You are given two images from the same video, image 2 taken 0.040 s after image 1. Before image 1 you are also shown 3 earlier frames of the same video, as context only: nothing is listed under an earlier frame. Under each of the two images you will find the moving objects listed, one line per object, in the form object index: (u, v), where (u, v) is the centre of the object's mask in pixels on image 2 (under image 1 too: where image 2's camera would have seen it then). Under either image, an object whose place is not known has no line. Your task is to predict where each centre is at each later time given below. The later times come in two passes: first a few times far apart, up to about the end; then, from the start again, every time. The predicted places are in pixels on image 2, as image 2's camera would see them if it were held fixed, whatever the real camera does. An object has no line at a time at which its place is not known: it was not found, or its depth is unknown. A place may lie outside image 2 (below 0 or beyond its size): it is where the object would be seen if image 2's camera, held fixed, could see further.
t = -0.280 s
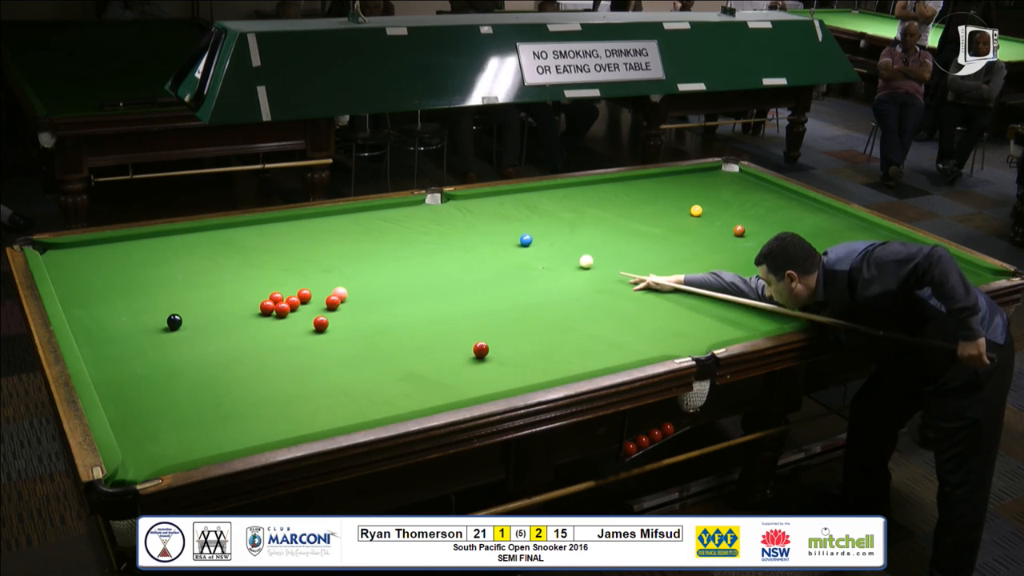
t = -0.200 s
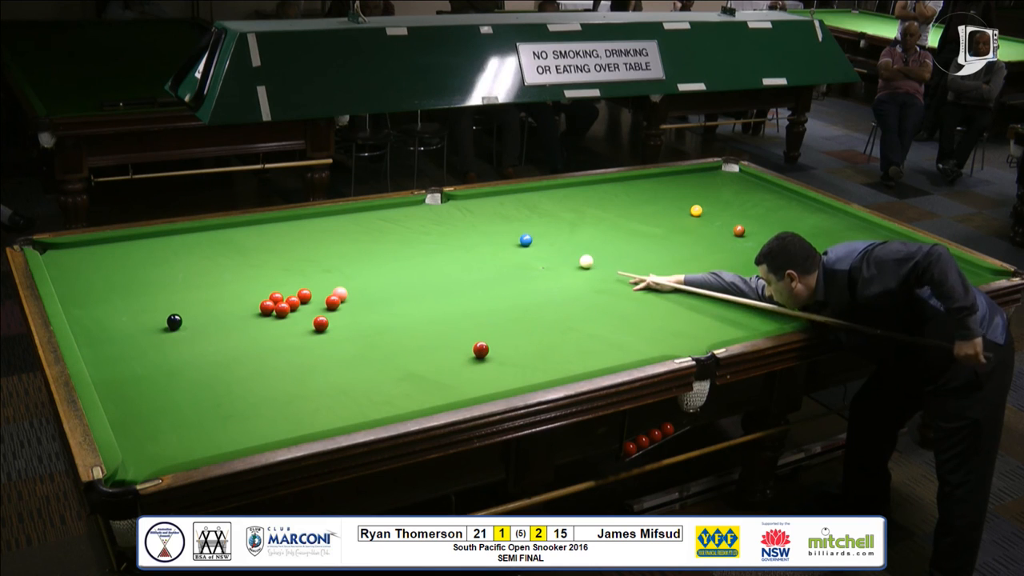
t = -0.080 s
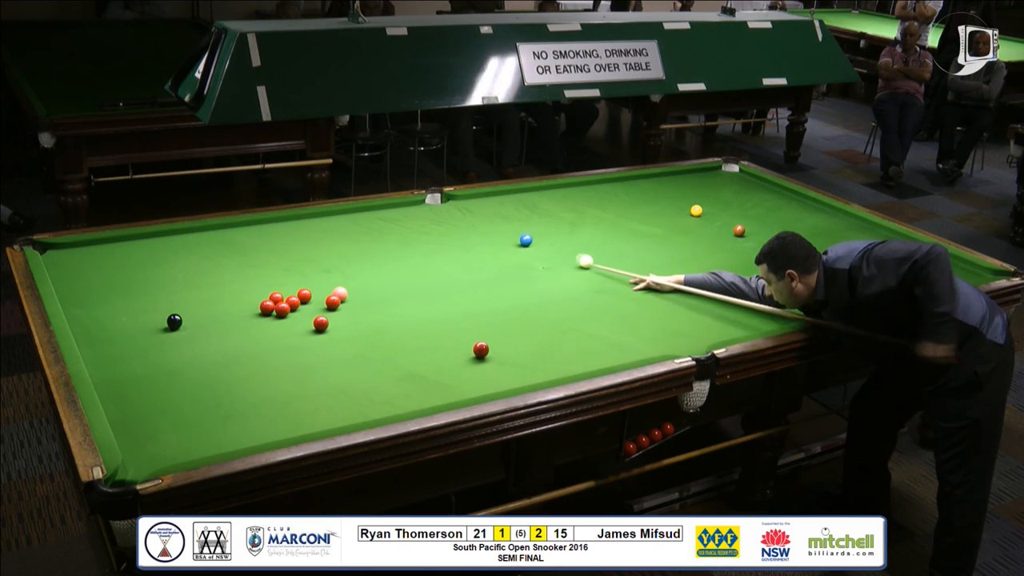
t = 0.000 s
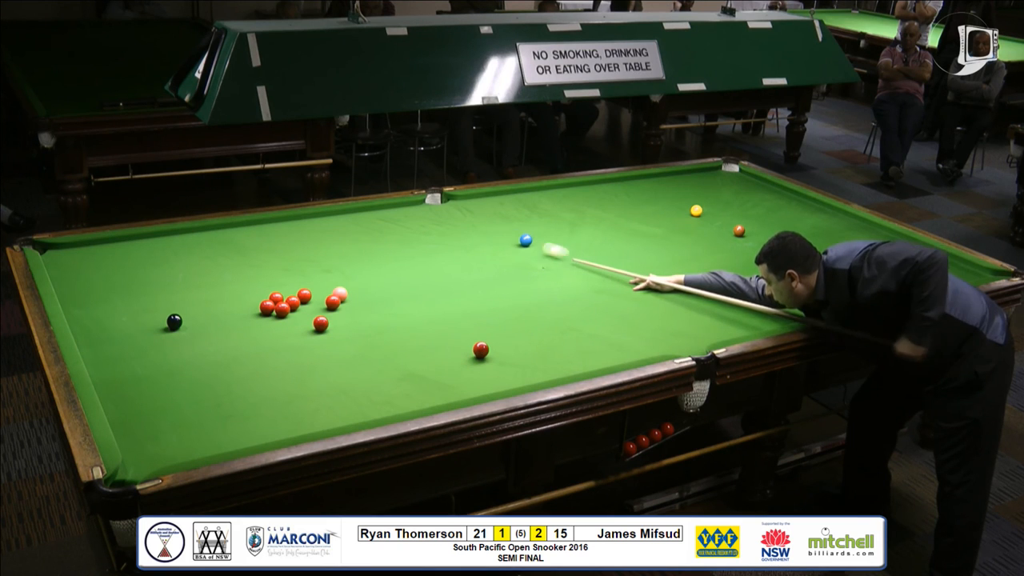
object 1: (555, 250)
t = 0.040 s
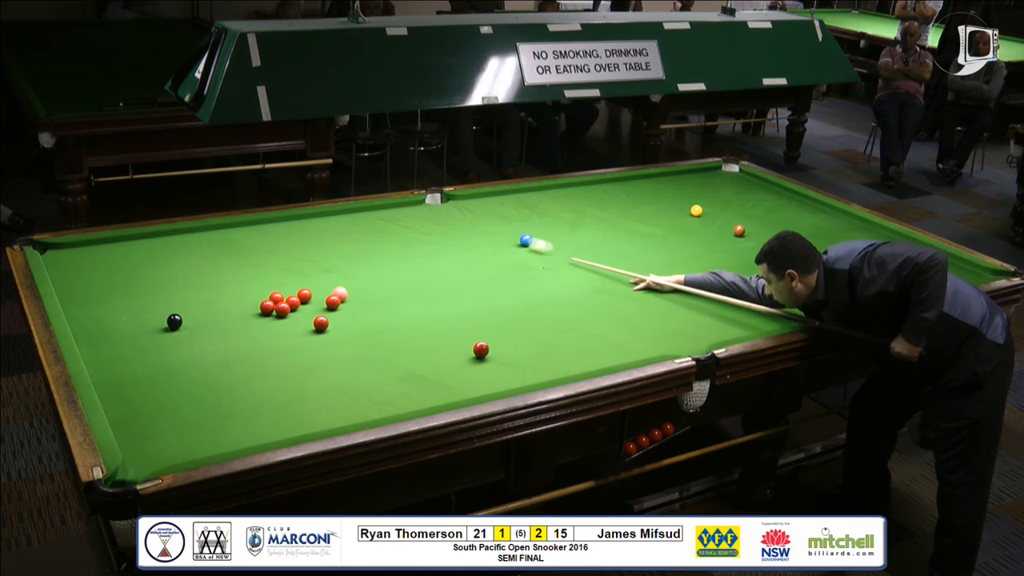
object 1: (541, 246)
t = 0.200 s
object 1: (524, 246)
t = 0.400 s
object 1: (512, 249)
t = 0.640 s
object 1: (499, 252)
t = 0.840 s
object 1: (490, 254)
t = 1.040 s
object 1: (481, 256)
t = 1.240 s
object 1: (472, 259)
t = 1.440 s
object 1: (465, 261)
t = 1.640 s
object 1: (458, 263)
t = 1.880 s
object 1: (451, 265)
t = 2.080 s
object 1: (446, 266)
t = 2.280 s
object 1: (441, 267)
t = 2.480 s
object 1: (437, 268)
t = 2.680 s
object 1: (434, 269)
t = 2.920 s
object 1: (432, 270)
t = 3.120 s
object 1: (431, 270)
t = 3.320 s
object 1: (430, 270)
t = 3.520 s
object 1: (430, 270)
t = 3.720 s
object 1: (430, 270)
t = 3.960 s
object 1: (430, 270)
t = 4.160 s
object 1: (430, 270)
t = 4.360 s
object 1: (430, 270)
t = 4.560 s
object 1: (430, 270)
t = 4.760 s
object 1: (430, 270)
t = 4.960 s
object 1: (430, 270)
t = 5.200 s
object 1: (430, 270)
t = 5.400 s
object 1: (430, 270)
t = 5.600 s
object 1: (430, 270)
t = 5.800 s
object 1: (430, 270)
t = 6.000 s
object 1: (430, 270)
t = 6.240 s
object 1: (430, 270)
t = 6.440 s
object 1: (430, 270)
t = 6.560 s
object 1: (430, 270)
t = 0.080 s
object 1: (531, 244)
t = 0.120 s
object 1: (528, 245)
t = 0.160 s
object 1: (526, 245)
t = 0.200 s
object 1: (524, 246)
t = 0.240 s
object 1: (521, 246)
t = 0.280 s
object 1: (519, 247)
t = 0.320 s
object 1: (517, 248)
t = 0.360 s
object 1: (514, 248)
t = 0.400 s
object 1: (512, 249)
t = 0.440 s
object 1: (510, 249)
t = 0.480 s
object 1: (508, 250)
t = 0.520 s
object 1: (506, 250)
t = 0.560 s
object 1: (504, 251)
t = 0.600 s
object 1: (502, 251)
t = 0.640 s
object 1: (499, 252)
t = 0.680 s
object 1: (498, 252)
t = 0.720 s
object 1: (496, 253)
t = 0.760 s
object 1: (493, 253)
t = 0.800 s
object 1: (492, 253)
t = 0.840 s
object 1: (490, 254)
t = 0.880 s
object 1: (488, 254)
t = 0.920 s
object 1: (486, 255)
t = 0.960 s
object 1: (484, 255)
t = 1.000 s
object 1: (482, 256)
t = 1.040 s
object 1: (481, 256)
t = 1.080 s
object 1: (479, 257)
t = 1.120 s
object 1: (477, 257)
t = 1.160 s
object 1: (476, 258)
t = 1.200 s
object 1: (474, 258)
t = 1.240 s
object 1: (472, 259)
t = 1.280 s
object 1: (471, 259)
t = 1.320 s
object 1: (469, 260)
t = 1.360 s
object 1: (468, 260)
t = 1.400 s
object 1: (466, 260)
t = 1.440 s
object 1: (465, 261)
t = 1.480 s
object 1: (463, 261)
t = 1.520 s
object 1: (462, 261)
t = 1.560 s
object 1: (461, 262)
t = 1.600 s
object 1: (459, 262)
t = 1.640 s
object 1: (458, 263)
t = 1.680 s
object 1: (457, 263)
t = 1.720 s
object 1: (455, 263)
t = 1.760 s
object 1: (454, 264)
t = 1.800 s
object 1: (453, 264)
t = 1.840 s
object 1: (452, 264)
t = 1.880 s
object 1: (451, 265)
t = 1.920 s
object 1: (450, 265)
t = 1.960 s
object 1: (449, 265)
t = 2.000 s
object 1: (448, 265)
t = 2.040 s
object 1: (447, 266)
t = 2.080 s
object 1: (446, 266)
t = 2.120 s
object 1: (445, 266)
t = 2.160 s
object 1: (443, 266)
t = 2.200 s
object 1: (443, 267)
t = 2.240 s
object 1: (442, 267)
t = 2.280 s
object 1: (441, 267)
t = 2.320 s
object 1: (440, 267)
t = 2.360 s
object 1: (439, 268)
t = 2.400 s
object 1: (439, 268)
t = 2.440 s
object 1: (438, 268)
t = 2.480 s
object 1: (437, 268)
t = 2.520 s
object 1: (436, 268)
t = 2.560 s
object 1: (436, 268)
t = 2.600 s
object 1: (435, 269)
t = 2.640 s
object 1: (435, 269)
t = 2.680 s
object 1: (434, 269)
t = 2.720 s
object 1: (434, 269)
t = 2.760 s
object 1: (433, 269)
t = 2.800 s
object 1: (433, 269)
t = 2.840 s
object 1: (432, 270)
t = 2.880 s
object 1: (432, 270)
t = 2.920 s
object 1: (432, 270)
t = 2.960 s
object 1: (432, 270)
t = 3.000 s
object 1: (431, 270)
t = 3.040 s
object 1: (431, 270)
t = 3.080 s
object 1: (431, 270)
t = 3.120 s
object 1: (431, 270)
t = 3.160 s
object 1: (431, 270)
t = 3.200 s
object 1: (430, 270)
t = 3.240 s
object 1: (430, 270)
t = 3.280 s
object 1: (430, 270)
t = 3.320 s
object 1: (430, 270)
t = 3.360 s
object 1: (430, 270)
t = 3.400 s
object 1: (430, 270)
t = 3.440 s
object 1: (430, 270)
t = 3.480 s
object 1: (430, 270)
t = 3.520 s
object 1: (430, 270)
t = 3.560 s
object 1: (430, 270)
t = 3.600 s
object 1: (430, 270)
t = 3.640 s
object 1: (430, 270)
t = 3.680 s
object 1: (430, 270)
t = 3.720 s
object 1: (430, 270)
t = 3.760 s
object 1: (430, 270)
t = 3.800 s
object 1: (430, 270)
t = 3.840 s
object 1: (430, 270)
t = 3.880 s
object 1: (430, 270)
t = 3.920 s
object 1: (430, 270)
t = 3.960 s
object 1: (430, 270)
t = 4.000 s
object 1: (430, 270)
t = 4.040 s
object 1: (430, 270)
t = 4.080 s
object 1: (430, 270)
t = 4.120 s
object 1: (430, 270)
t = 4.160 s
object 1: (430, 270)
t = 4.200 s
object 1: (430, 270)
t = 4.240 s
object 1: (430, 270)
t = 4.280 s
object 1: (430, 270)
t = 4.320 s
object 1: (430, 270)
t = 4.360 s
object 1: (430, 270)
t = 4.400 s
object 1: (430, 270)
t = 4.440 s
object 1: (430, 270)
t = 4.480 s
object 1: (430, 270)
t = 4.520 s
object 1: (430, 270)
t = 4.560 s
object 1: (430, 270)
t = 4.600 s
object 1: (430, 270)
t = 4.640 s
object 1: (430, 270)
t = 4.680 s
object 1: (430, 270)
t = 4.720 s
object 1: (430, 270)
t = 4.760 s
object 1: (430, 270)
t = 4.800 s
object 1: (430, 270)
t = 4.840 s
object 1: (430, 270)
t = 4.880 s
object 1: (430, 270)
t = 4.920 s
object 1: (430, 270)
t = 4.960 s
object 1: (430, 270)
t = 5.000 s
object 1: (430, 270)
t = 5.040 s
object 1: (430, 270)
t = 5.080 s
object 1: (430, 270)
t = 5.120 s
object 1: (430, 270)
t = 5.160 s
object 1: (430, 270)
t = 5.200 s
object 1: (430, 270)
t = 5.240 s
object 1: (430, 270)
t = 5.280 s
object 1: (430, 270)
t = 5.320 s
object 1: (430, 270)
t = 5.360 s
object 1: (430, 270)
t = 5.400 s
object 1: (430, 270)
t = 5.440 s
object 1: (430, 270)
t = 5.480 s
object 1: (430, 270)
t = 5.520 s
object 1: (430, 270)
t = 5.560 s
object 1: (430, 270)
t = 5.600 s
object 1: (430, 270)
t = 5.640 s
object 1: (430, 270)
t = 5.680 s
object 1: (430, 270)
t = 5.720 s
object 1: (430, 270)
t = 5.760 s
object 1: (430, 270)
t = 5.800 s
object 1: (430, 270)
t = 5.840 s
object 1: (430, 270)
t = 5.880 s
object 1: (430, 270)
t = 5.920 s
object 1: (430, 270)
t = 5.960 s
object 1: (430, 270)
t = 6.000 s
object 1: (430, 270)
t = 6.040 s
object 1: (430, 270)
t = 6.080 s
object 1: (430, 270)
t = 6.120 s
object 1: (430, 270)
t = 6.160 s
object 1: (430, 270)
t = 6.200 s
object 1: (430, 270)
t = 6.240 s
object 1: (430, 270)
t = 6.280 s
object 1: (430, 270)
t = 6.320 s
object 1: (430, 270)
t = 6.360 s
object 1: (430, 270)
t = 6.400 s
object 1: (430, 270)
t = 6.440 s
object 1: (430, 270)
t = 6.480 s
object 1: (430, 270)
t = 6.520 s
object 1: (430, 270)
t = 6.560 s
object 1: (430, 270)
